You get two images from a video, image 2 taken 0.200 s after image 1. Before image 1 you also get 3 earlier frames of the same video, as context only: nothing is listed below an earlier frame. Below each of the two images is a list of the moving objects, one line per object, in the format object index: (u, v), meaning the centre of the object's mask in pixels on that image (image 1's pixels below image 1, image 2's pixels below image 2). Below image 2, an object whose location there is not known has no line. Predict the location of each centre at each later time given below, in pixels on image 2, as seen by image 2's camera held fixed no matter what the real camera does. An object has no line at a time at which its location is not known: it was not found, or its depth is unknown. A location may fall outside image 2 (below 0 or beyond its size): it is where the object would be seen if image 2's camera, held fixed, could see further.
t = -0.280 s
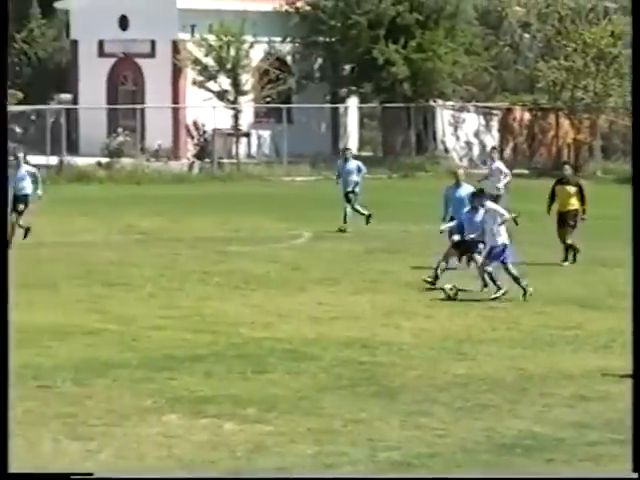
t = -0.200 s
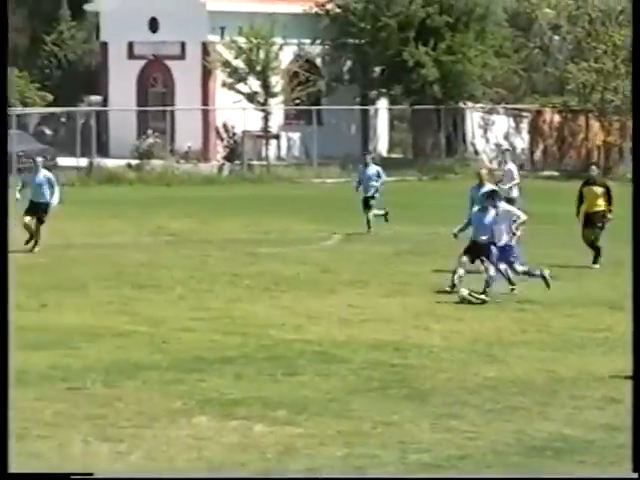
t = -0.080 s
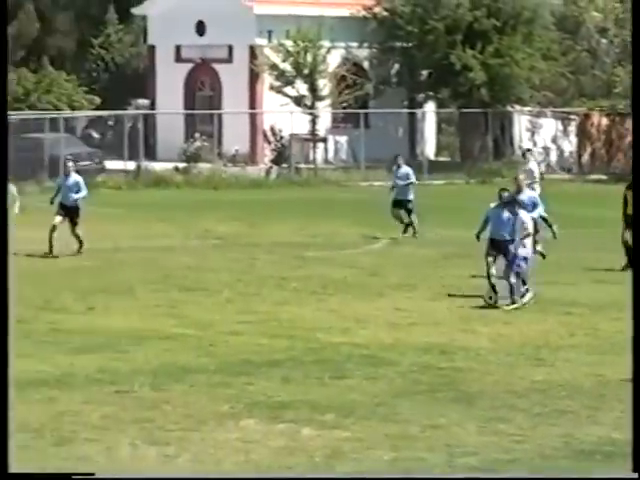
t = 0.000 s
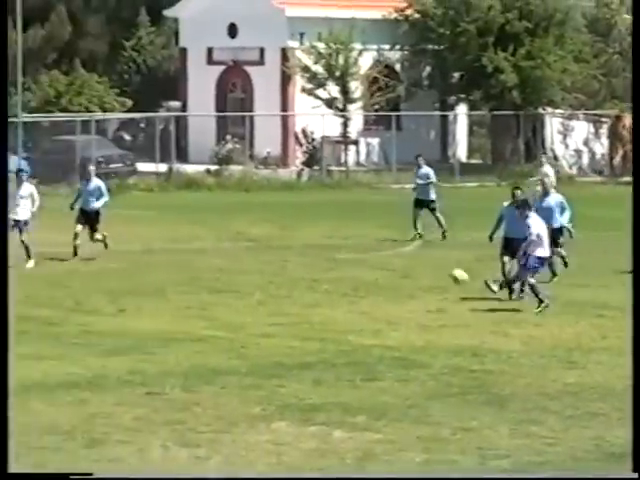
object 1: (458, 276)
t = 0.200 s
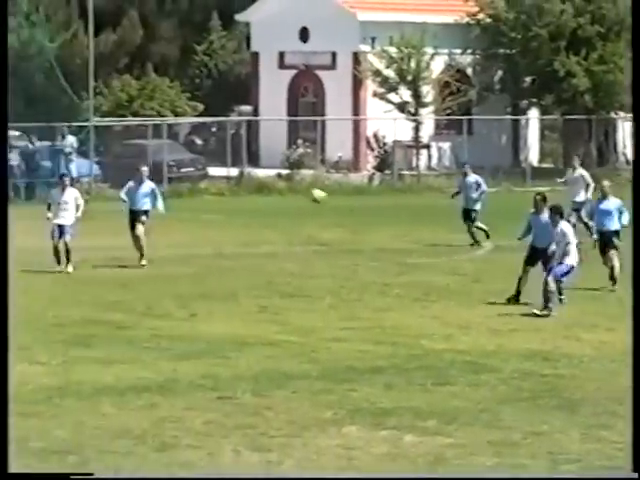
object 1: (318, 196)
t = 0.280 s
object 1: (238, 168)
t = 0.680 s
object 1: (-127, 89)
